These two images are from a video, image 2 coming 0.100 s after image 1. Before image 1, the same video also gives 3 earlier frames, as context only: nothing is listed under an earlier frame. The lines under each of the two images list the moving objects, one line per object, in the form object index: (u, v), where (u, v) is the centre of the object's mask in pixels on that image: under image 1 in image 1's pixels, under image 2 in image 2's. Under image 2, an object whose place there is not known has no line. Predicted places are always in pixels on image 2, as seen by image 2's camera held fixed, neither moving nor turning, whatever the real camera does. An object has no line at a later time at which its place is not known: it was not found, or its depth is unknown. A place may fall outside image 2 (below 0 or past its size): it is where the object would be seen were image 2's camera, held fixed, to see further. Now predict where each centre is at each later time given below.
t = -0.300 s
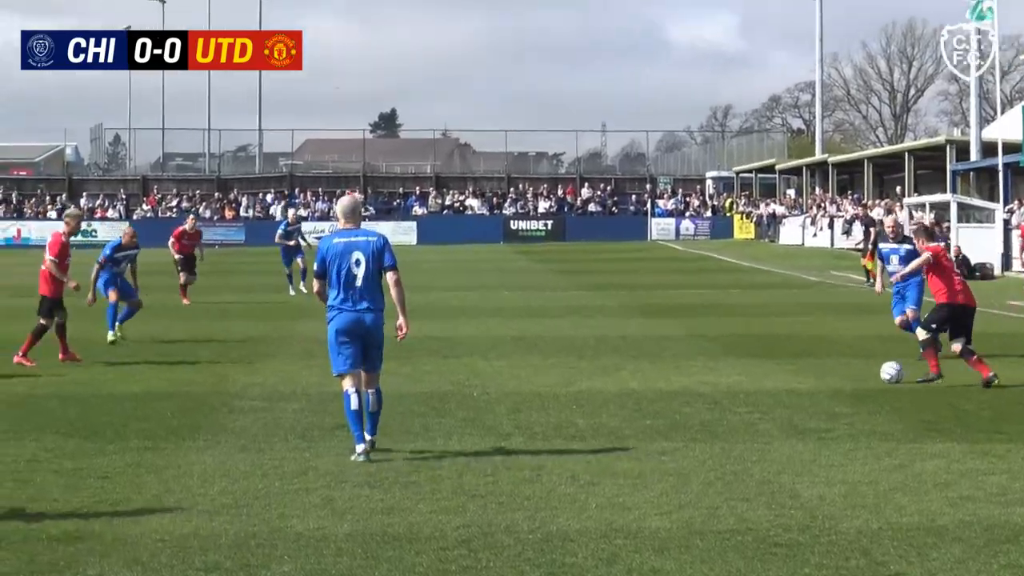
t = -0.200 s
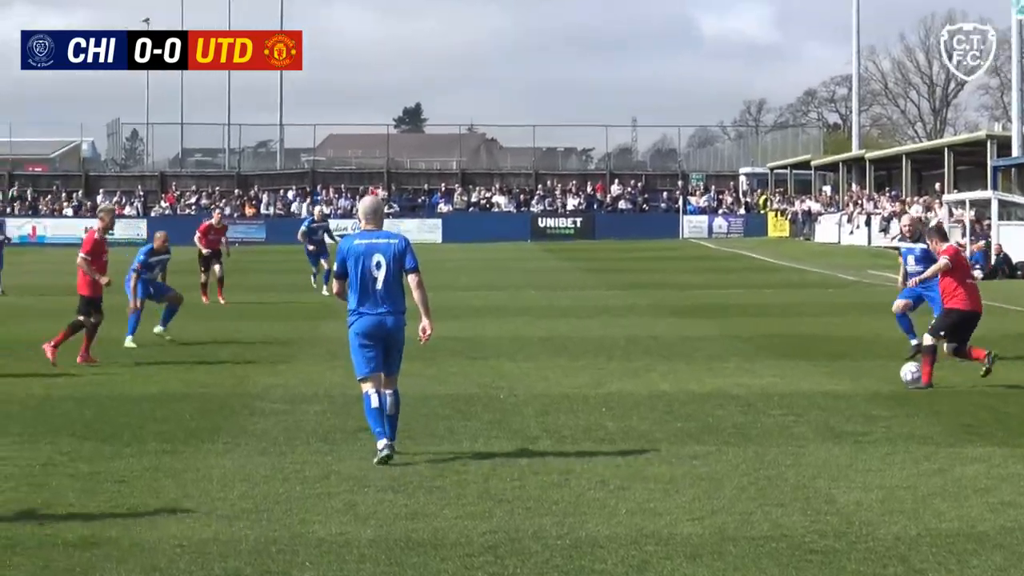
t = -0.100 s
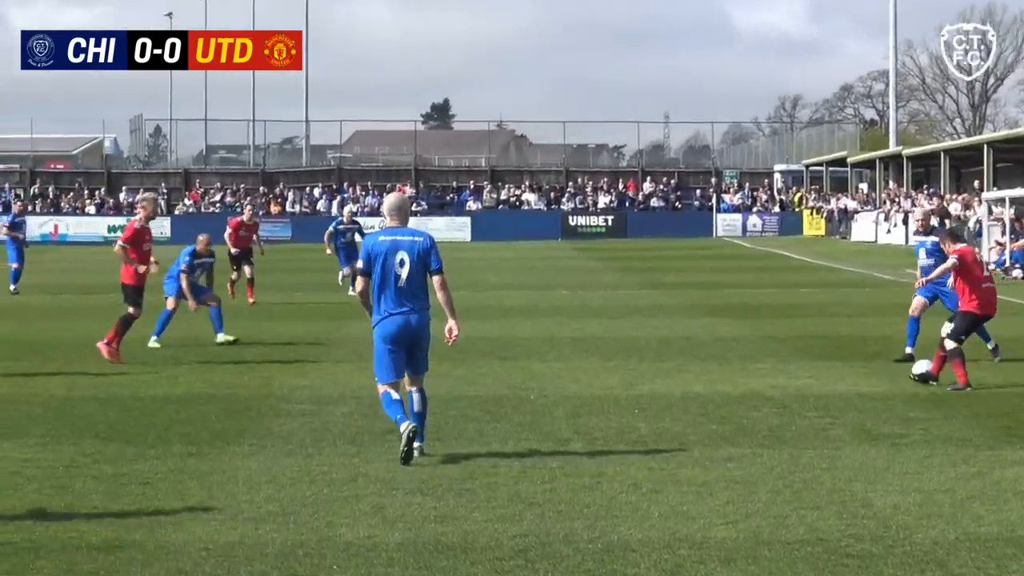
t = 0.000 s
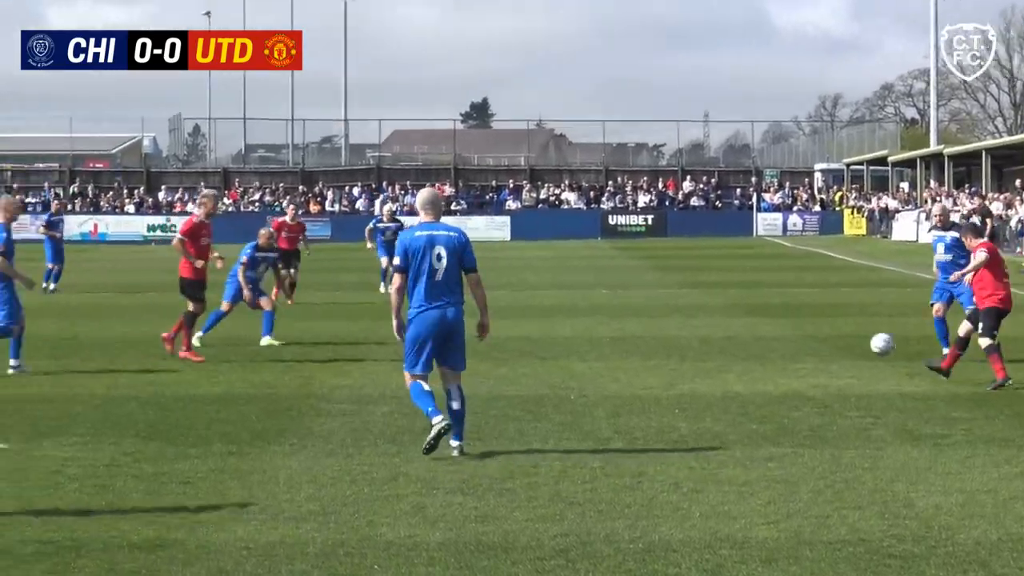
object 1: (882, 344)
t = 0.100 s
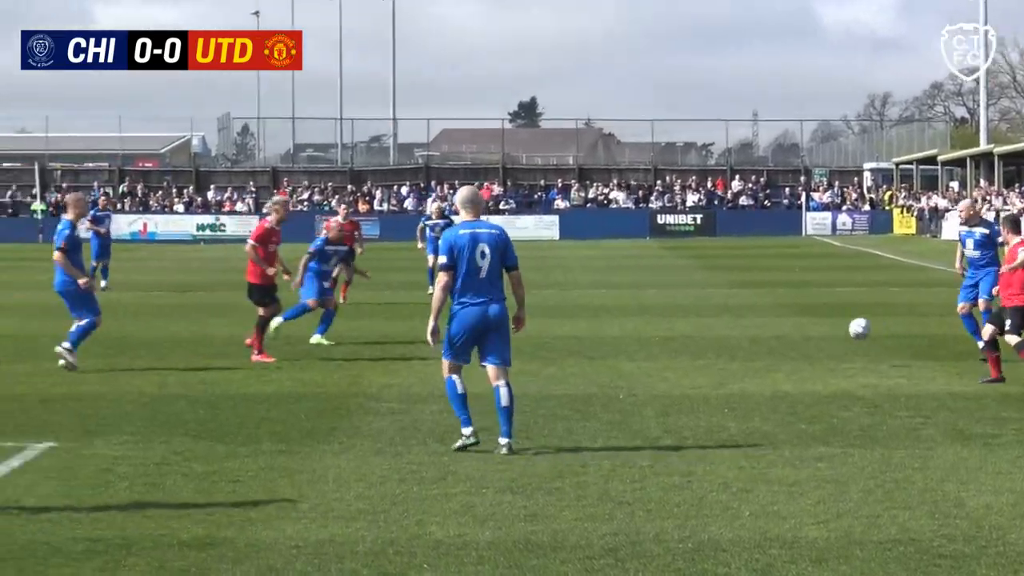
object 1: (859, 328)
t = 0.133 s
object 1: (851, 326)
